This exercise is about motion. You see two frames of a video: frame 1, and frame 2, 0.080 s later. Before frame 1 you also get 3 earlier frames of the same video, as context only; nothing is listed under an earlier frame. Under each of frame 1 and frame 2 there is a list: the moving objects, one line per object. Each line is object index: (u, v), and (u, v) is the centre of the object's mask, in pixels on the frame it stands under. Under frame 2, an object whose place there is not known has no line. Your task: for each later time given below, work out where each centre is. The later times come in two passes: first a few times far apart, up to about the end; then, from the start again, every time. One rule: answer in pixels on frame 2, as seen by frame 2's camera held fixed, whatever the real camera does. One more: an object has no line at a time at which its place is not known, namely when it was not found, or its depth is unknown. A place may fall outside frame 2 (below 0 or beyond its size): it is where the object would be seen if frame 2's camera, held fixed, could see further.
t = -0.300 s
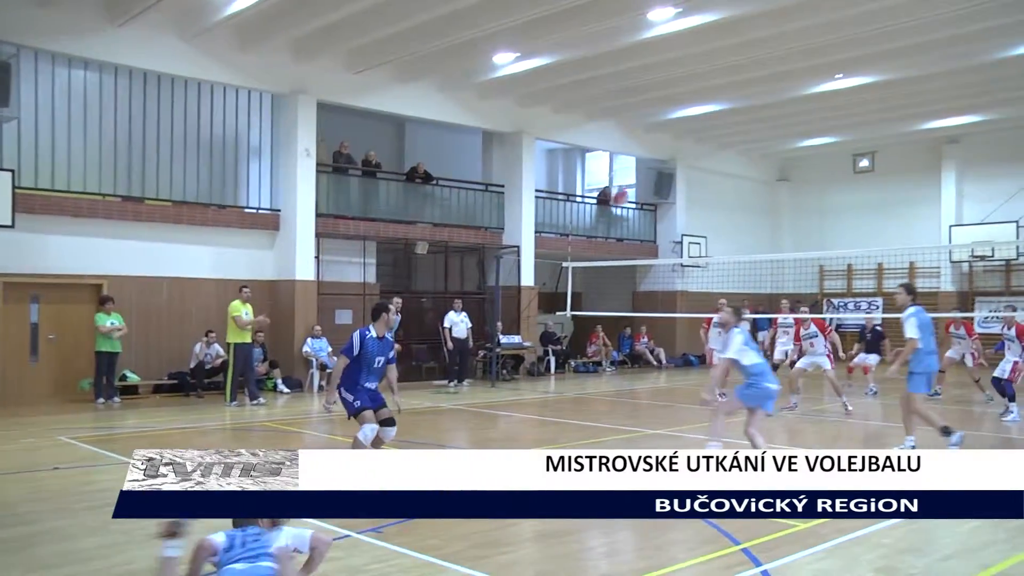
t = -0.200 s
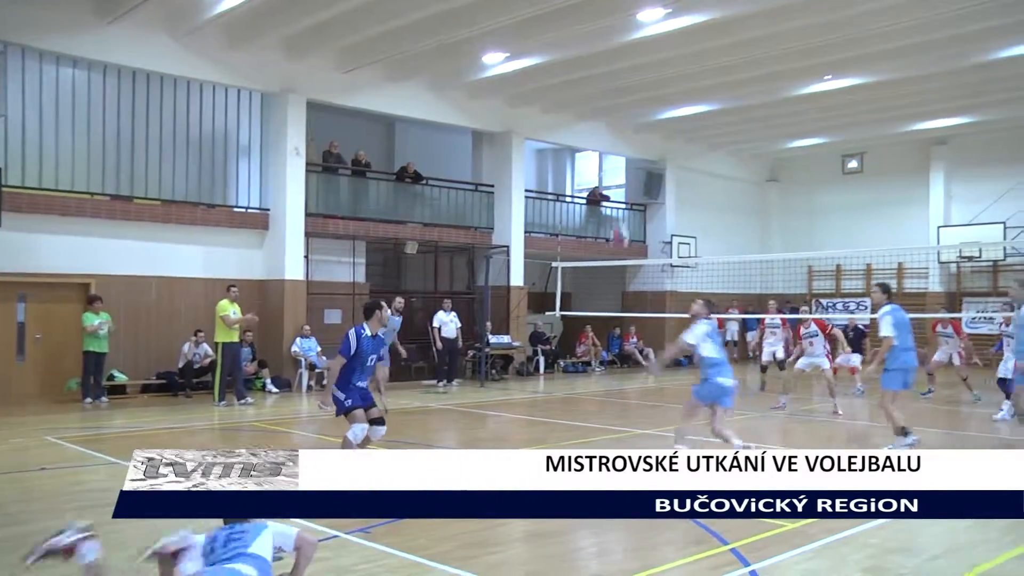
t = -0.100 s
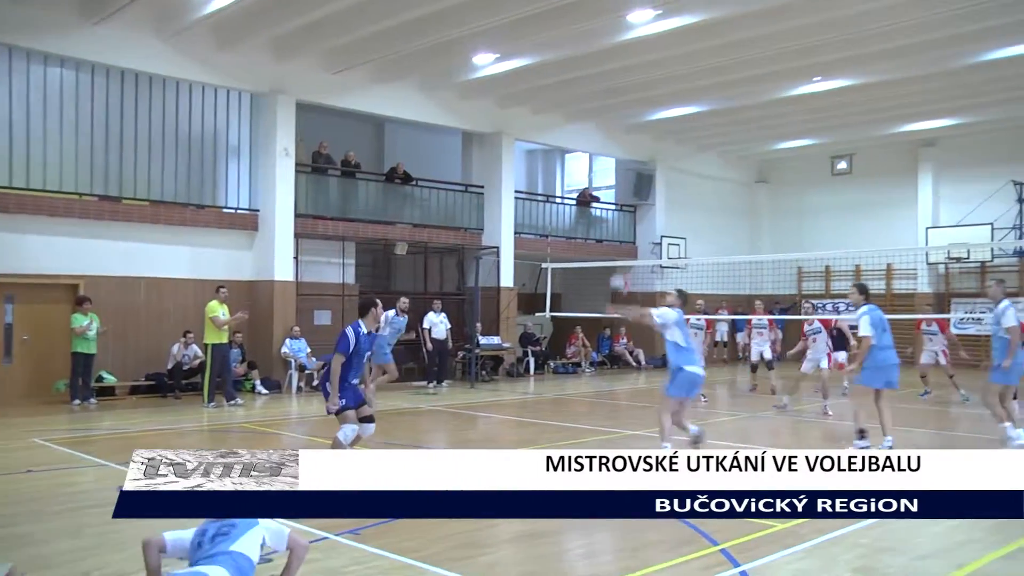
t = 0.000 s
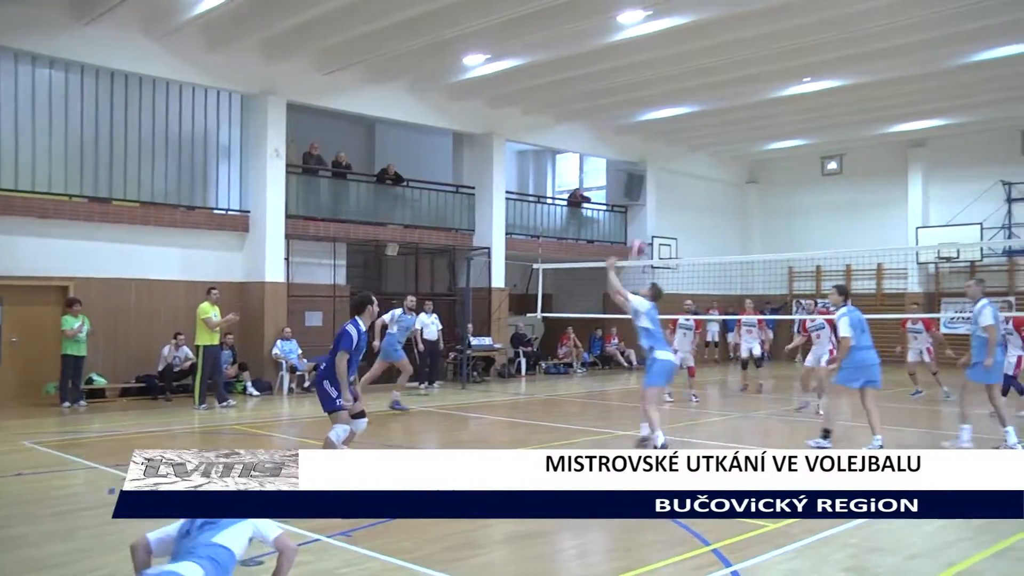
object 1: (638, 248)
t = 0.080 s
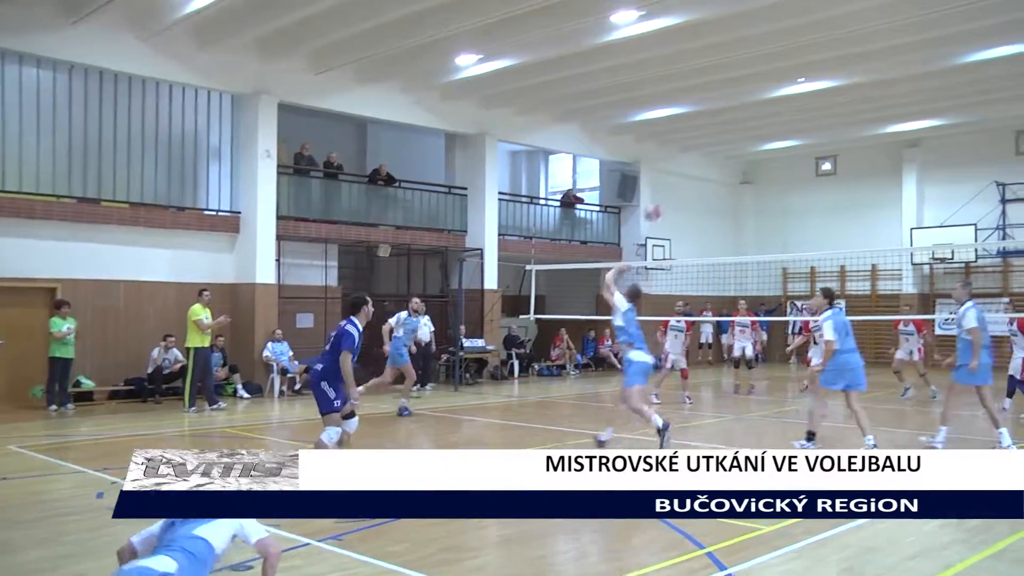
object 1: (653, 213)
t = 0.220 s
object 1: (688, 167)
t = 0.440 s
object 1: (731, 137)
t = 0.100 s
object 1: (658, 203)
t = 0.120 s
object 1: (664, 195)
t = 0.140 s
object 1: (668, 191)
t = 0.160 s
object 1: (672, 183)
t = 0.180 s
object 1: (677, 177)
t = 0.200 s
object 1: (681, 173)
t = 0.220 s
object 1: (688, 167)
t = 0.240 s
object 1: (690, 162)
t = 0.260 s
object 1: (695, 157)
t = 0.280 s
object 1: (701, 154)
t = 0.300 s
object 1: (704, 149)
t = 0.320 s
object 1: (708, 147)
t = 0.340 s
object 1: (712, 144)
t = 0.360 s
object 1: (715, 143)
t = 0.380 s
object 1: (721, 140)
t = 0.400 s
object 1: (724, 138)
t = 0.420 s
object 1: (728, 137)
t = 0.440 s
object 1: (731, 137)
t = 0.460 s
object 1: (735, 135)
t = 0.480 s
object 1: (739, 135)
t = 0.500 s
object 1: (742, 136)
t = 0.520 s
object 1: (745, 135)
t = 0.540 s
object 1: (750, 136)
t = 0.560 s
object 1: (752, 136)
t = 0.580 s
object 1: (755, 137)
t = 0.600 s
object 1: (759, 138)
